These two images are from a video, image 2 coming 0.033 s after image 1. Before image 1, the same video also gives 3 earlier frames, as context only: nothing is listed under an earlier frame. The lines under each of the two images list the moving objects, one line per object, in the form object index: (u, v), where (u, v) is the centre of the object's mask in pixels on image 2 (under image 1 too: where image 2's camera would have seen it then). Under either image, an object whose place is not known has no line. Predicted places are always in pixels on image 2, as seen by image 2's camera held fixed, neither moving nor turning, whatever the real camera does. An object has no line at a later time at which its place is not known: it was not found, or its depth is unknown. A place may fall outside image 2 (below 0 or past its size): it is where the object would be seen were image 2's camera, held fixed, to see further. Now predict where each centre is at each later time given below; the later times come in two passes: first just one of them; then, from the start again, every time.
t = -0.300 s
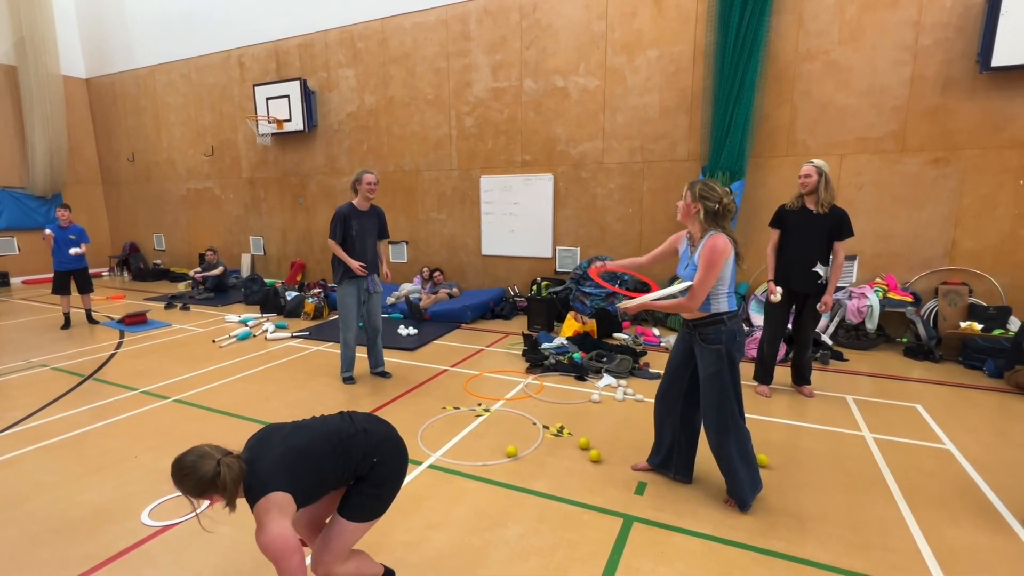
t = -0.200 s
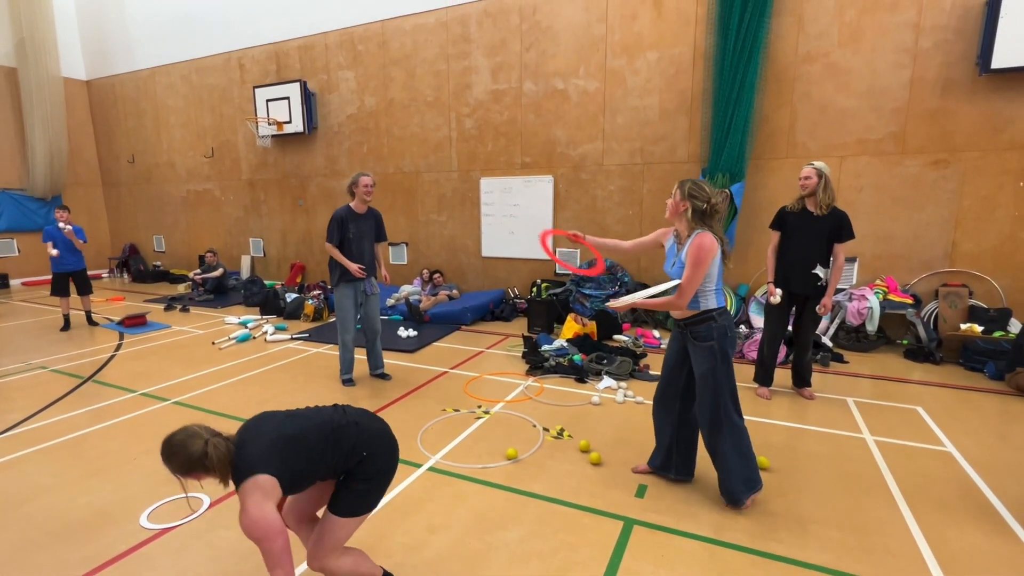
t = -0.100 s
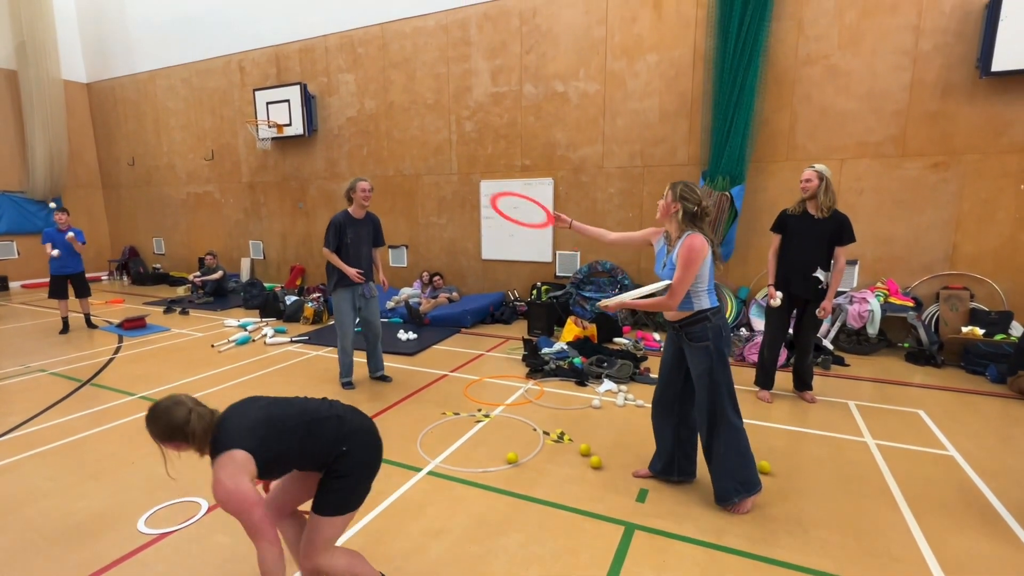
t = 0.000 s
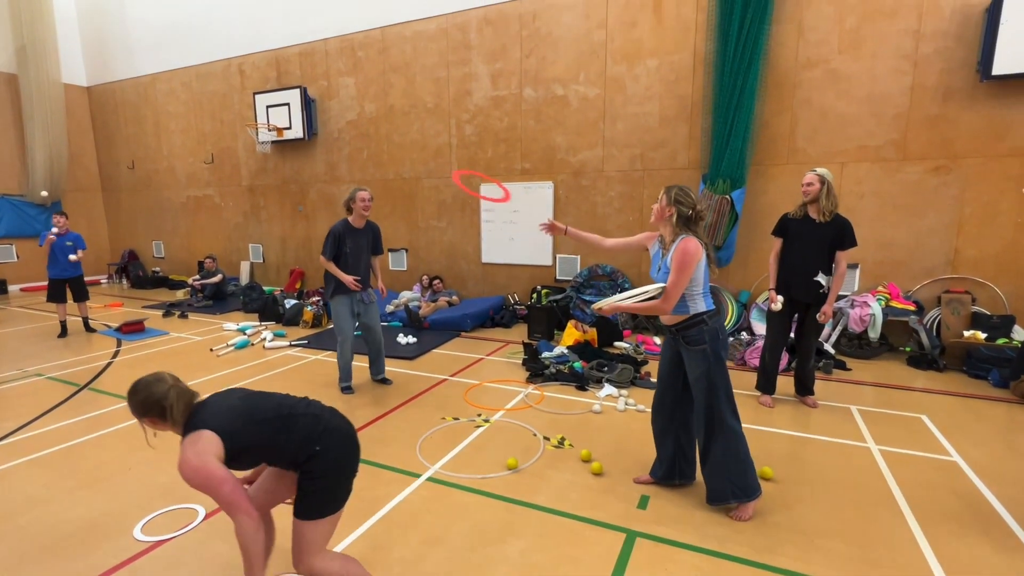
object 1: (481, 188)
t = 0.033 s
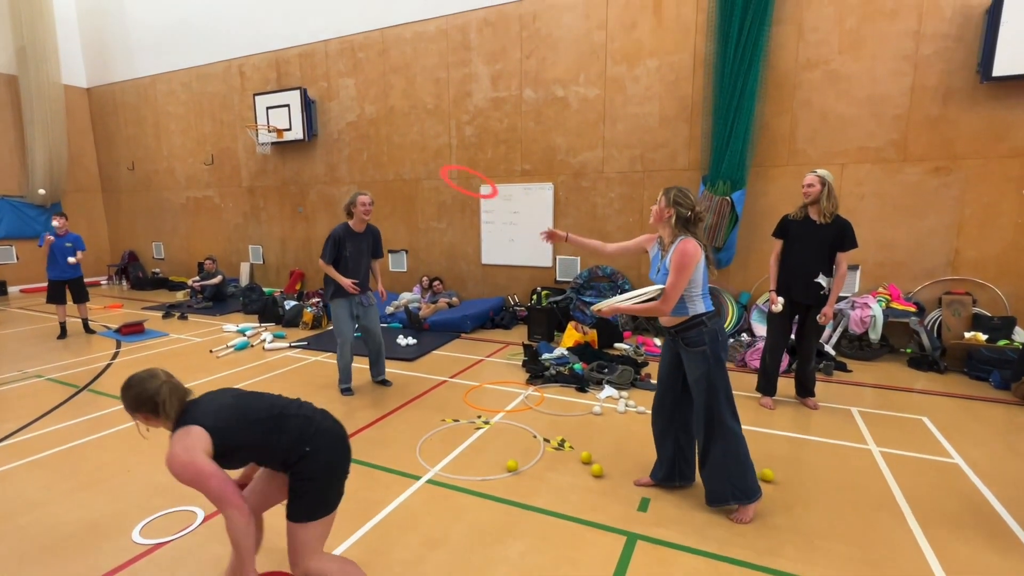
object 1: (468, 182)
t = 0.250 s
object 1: (404, 178)
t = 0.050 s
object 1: (463, 180)
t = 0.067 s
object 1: (457, 178)
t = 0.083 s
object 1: (452, 176)
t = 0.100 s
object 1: (447, 175)
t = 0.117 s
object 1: (442, 175)
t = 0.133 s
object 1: (437, 174)
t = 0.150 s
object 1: (432, 174)
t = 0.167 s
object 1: (427, 174)
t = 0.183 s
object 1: (422, 174)
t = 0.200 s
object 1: (417, 175)
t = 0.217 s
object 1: (413, 176)
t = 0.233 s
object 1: (408, 177)
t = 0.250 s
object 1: (404, 178)
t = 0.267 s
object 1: (400, 180)
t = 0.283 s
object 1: (396, 182)
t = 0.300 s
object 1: (392, 184)
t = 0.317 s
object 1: (388, 187)
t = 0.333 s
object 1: (385, 189)
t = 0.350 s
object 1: (381, 192)
